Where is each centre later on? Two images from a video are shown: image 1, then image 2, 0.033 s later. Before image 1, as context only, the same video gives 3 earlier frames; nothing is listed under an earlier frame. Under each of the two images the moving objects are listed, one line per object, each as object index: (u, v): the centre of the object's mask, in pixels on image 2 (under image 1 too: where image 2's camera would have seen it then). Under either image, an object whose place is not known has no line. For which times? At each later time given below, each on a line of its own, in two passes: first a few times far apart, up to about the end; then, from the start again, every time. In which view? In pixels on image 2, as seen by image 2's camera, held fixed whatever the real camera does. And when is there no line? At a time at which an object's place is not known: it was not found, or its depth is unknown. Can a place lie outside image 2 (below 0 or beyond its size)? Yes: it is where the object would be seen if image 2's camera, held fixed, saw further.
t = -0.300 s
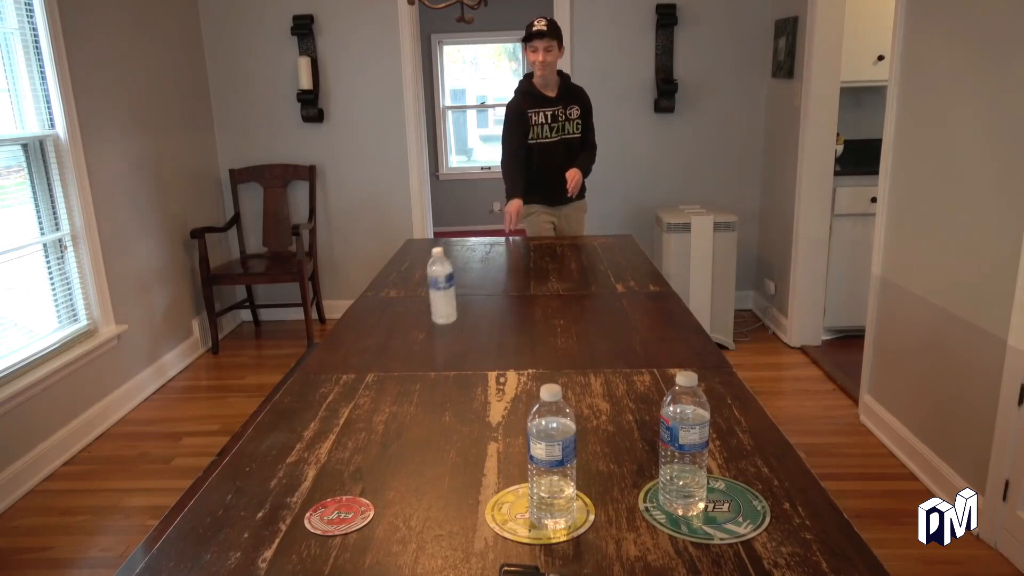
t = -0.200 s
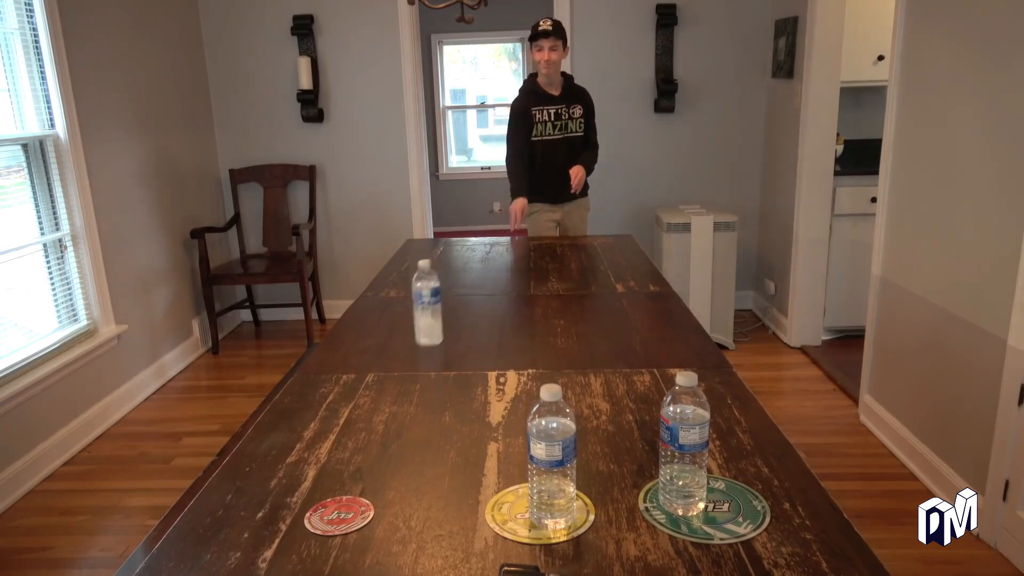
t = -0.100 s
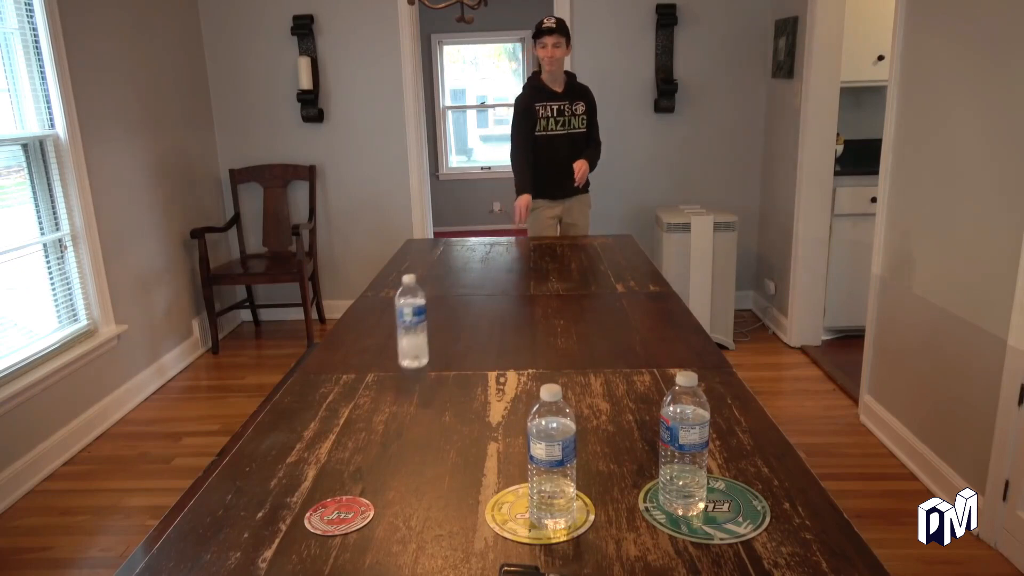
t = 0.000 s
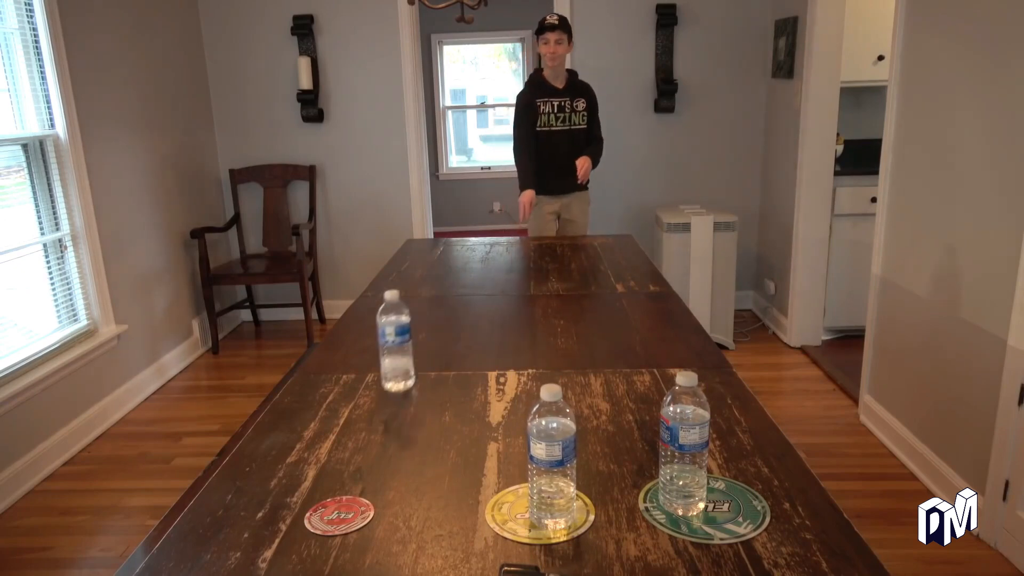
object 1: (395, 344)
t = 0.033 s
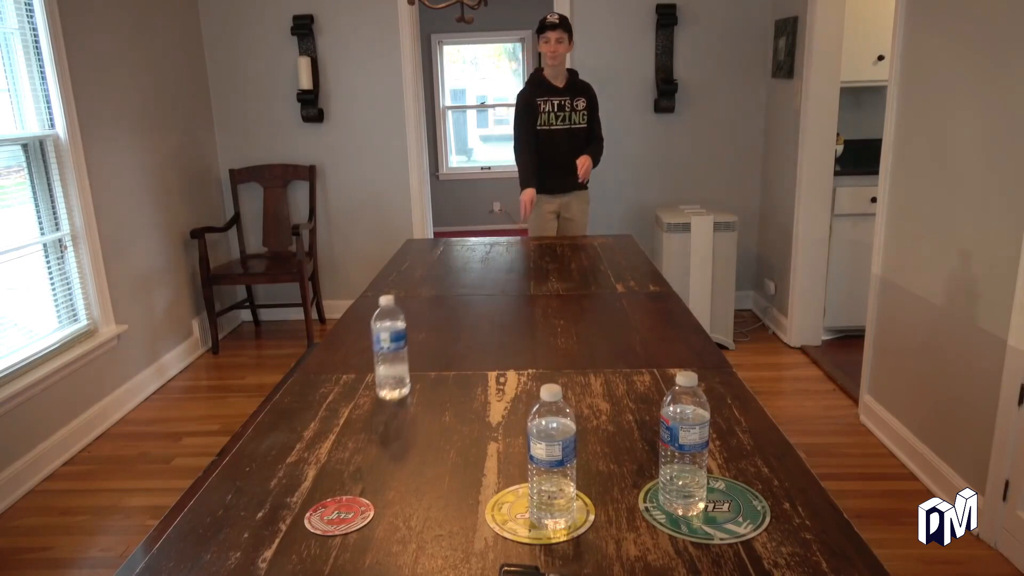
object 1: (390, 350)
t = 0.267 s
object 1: (356, 397)
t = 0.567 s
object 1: (326, 443)
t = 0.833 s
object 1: (318, 455)
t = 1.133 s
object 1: (318, 455)
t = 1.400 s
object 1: (318, 455)
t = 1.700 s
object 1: (318, 455)
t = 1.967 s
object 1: (318, 455)
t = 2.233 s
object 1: (318, 455)
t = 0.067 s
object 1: (385, 358)
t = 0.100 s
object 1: (380, 364)
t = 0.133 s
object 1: (374, 371)
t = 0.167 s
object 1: (370, 378)
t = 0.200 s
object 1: (365, 384)
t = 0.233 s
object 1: (360, 391)
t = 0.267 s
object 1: (356, 397)
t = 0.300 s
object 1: (351, 404)
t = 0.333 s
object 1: (347, 410)
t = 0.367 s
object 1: (343, 416)
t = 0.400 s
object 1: (340, 421)
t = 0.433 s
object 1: (336, 427)
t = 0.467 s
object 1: (333, 432)
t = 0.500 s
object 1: (330, 435)
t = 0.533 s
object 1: (327, 439)
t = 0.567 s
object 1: (326, 443)
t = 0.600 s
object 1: (323, 446)
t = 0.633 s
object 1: (321, 449)
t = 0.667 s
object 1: (321, 451)
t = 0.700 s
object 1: (319, 452)
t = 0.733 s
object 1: (319, 453)
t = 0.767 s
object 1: (318, 454)
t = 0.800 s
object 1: (319, 455)
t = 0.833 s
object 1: (318, 455)
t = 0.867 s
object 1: (318, 455)
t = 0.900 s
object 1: (318, 455)
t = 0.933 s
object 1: (318, 455)
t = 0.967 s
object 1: (318, 455)
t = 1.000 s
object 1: (318, 455)
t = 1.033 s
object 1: (318, 455)
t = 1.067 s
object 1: (318, 455)
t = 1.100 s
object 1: (318, 455)
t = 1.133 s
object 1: (318, 455)
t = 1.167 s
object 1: (318, 455)
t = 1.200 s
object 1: (318, 455)
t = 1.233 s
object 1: (318, 455)
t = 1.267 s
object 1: (318, 455)
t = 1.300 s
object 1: (318, 455)
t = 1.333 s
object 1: (318, 455)
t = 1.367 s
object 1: (318, 455)
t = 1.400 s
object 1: (318, 455)
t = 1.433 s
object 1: (318, 455)
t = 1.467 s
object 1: (318, 455)
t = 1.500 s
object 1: (318, 455)
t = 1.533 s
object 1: (318, 455)
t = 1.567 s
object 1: (318, 455)
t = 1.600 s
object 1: (318, 455)
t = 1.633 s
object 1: (318, 455)
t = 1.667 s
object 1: (318, 455)
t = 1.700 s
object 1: (318, 455)
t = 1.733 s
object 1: (318, 455)
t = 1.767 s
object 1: (318, 455)
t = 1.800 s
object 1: (318, 455)
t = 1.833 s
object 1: (318, 455)
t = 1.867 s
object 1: (318, 455)
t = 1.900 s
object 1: (318, 455)
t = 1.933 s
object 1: (318, 455)
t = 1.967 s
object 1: (318, 455)
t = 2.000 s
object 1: (318, 455)
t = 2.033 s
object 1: (318, 455)
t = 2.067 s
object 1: (318, 455)
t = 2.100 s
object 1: (318, 455)
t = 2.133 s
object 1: (318, 455)
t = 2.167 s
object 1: (318, 455)
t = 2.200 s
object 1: (318, 455)
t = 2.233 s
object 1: (318, 455)
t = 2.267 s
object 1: (318, 455)
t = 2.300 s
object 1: (318, 455)
